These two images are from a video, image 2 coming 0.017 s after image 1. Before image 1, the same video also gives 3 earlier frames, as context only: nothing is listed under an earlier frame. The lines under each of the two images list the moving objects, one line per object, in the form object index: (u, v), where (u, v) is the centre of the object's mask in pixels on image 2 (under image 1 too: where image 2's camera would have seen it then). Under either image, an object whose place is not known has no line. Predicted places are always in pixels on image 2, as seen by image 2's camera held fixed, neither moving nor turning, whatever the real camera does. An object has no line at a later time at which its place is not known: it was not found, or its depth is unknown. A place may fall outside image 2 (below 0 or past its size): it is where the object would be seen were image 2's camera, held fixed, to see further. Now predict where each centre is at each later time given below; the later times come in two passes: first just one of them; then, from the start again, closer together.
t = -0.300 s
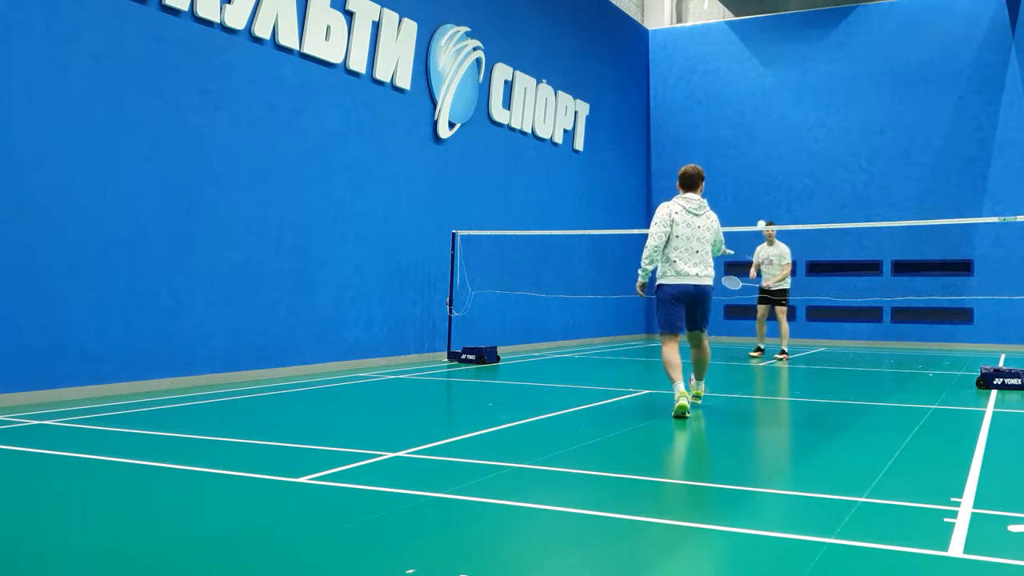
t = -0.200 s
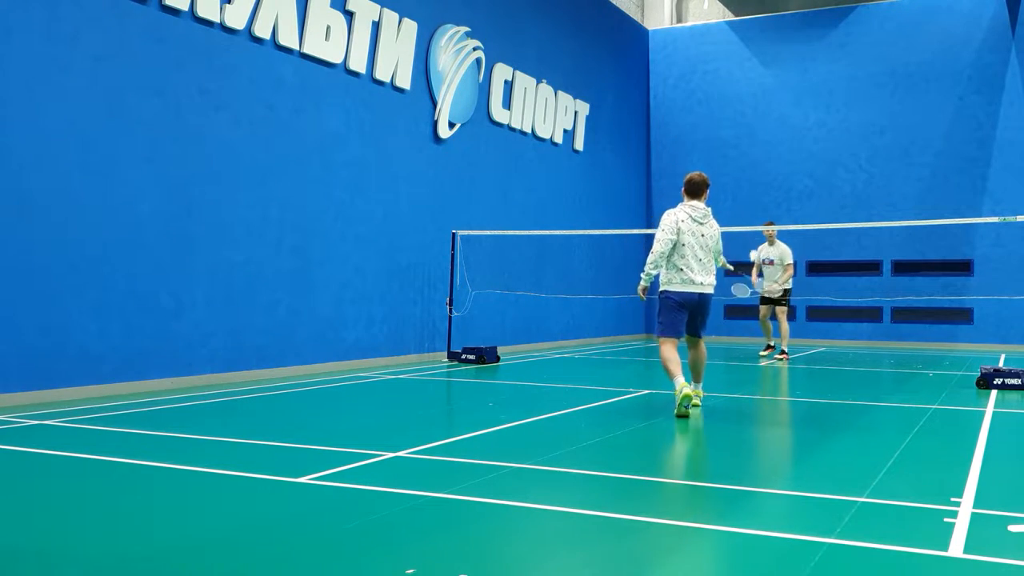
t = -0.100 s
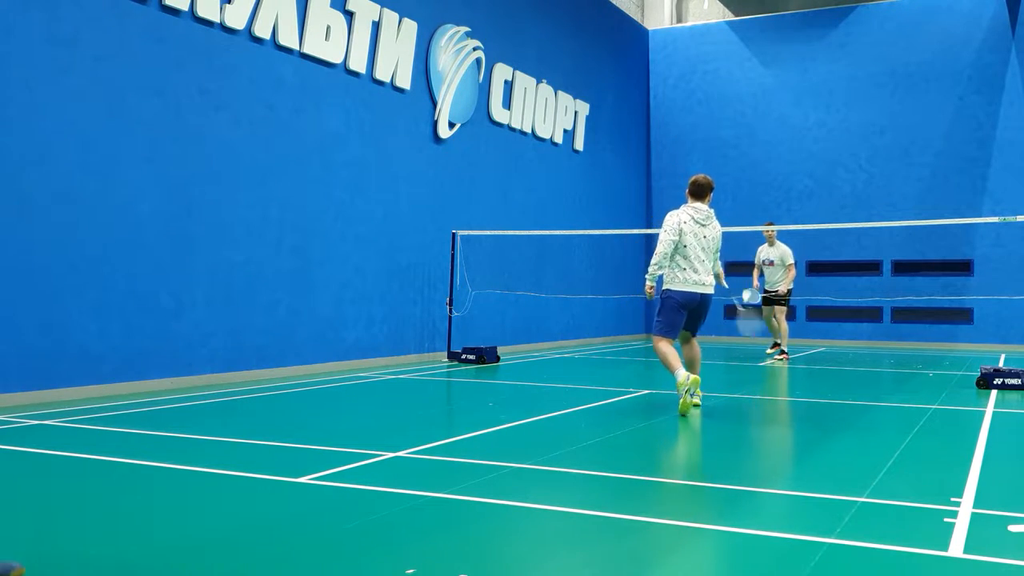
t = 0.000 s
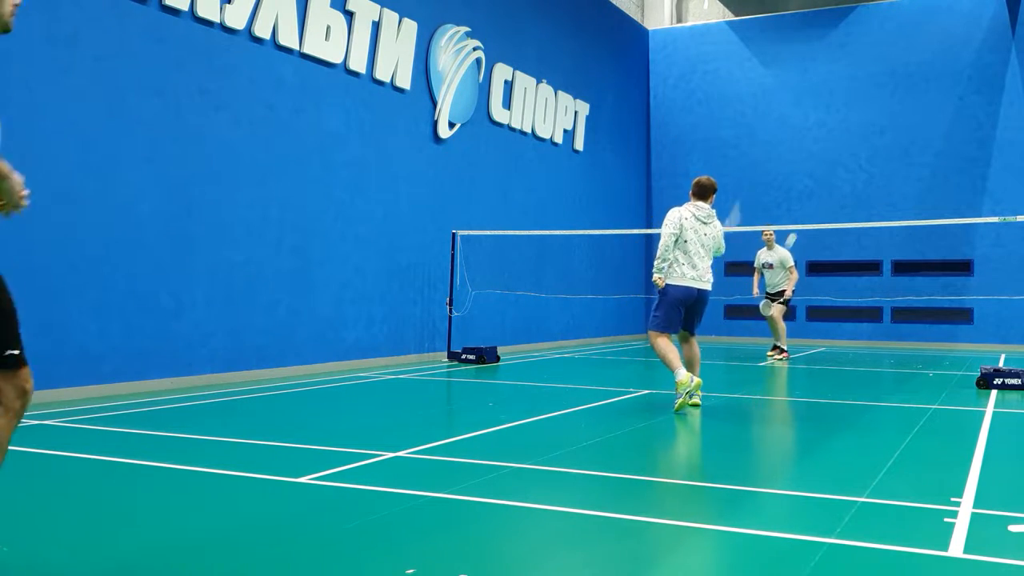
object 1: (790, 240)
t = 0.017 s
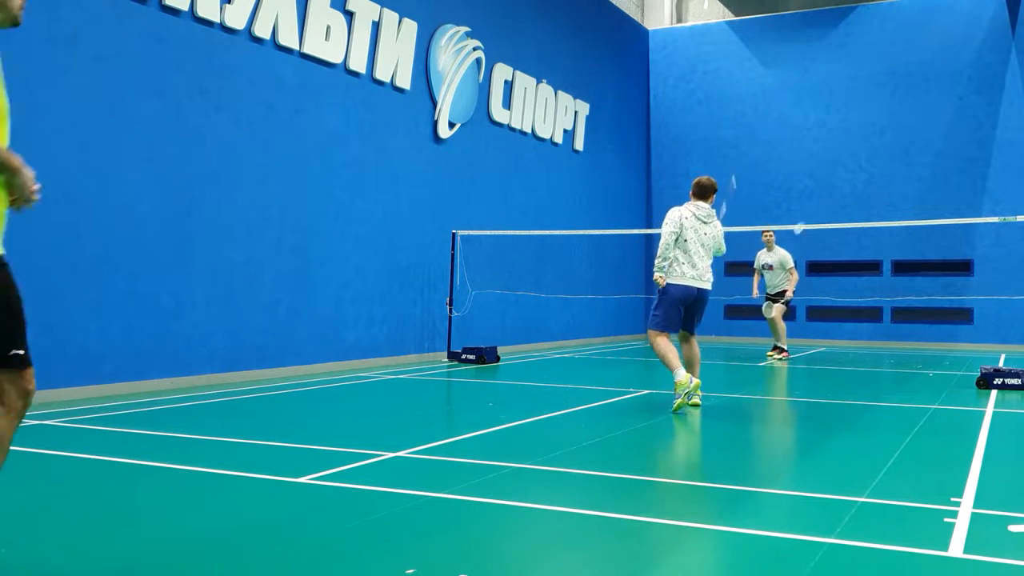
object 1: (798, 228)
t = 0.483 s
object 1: (900, 139)
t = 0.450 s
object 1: (896, 137)
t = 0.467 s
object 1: (898, 138)
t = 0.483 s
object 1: (900, 139)
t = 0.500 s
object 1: (902, 141)
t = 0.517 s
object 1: (904, 142)
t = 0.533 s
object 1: (905, 143)
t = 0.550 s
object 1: (907, 145)
